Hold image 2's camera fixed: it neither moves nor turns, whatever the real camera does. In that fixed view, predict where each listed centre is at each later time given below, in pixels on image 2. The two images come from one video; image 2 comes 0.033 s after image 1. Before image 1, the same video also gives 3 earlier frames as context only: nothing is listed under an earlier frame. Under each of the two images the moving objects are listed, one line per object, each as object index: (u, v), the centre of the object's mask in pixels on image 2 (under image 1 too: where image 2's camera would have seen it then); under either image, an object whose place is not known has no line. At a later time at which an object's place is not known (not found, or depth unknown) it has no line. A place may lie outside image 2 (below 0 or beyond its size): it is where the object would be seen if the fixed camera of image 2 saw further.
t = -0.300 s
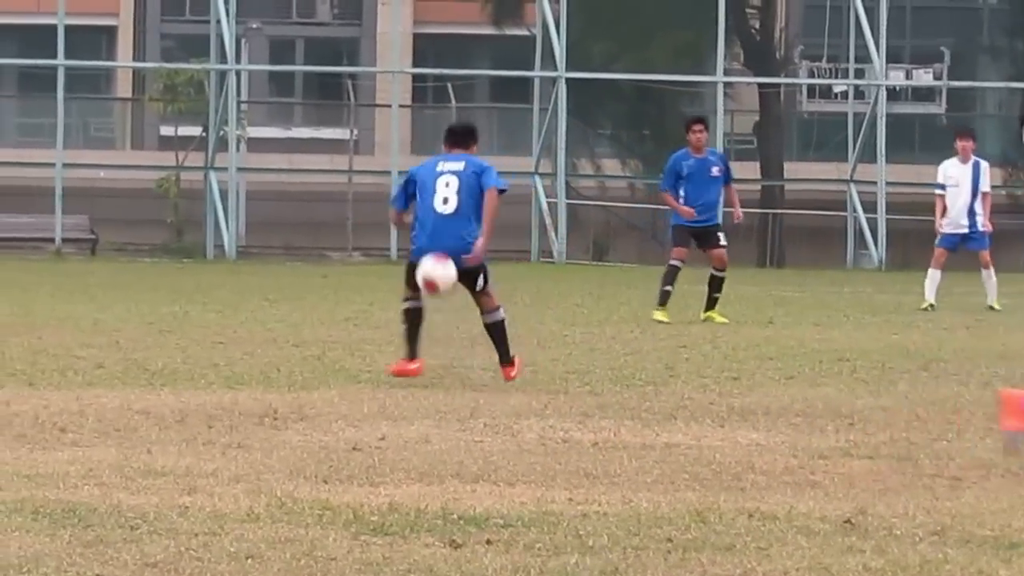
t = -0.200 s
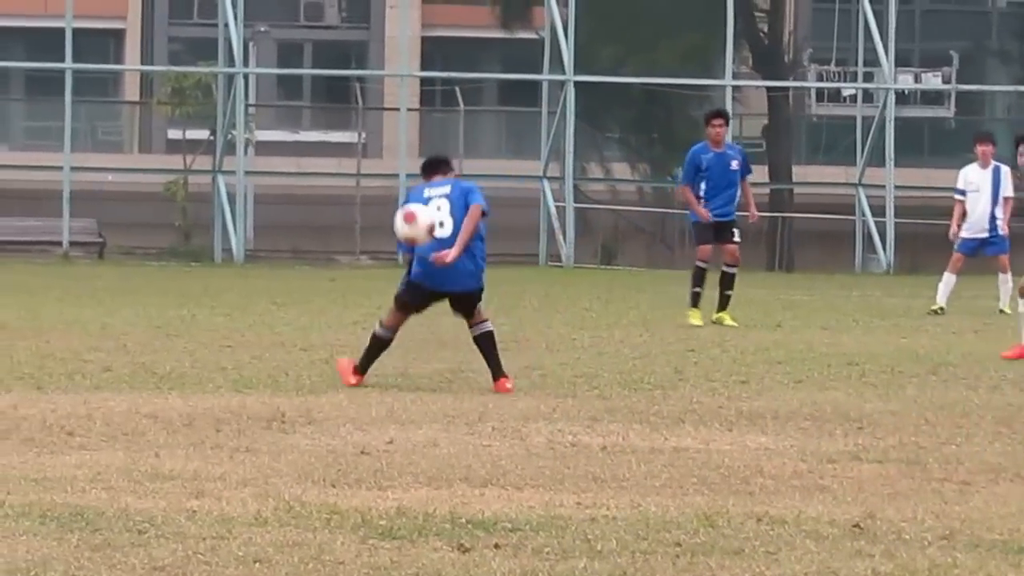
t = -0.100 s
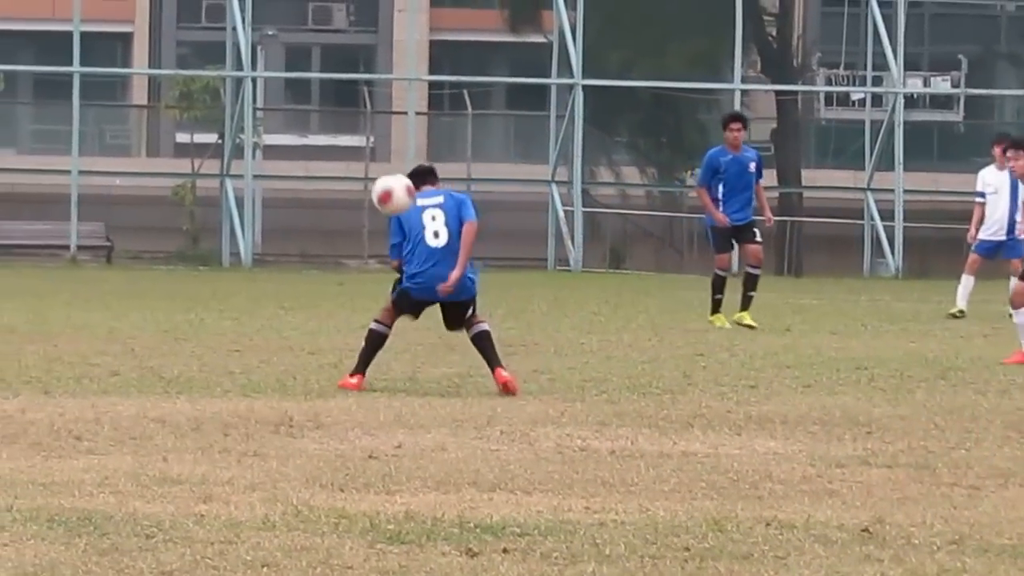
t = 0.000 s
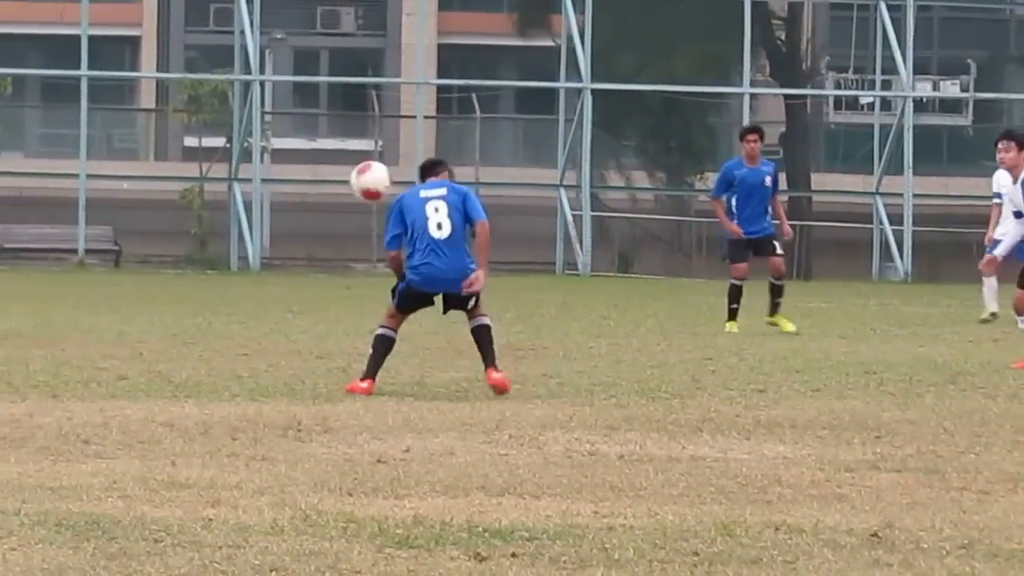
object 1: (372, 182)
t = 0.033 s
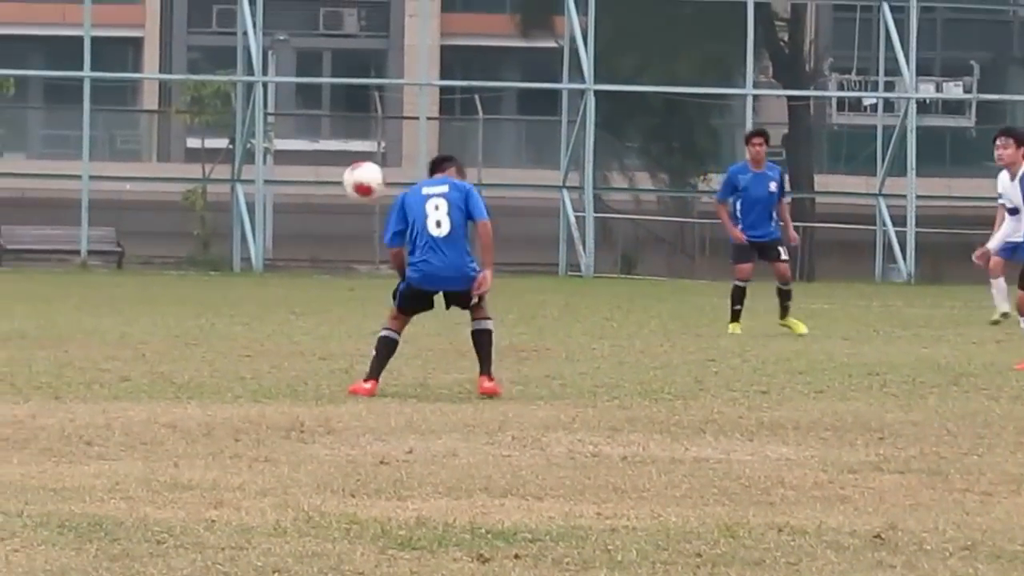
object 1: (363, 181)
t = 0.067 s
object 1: (355, 182)
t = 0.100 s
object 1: (345, 186)
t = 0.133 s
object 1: (335, 192)
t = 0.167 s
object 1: (324, 199)
